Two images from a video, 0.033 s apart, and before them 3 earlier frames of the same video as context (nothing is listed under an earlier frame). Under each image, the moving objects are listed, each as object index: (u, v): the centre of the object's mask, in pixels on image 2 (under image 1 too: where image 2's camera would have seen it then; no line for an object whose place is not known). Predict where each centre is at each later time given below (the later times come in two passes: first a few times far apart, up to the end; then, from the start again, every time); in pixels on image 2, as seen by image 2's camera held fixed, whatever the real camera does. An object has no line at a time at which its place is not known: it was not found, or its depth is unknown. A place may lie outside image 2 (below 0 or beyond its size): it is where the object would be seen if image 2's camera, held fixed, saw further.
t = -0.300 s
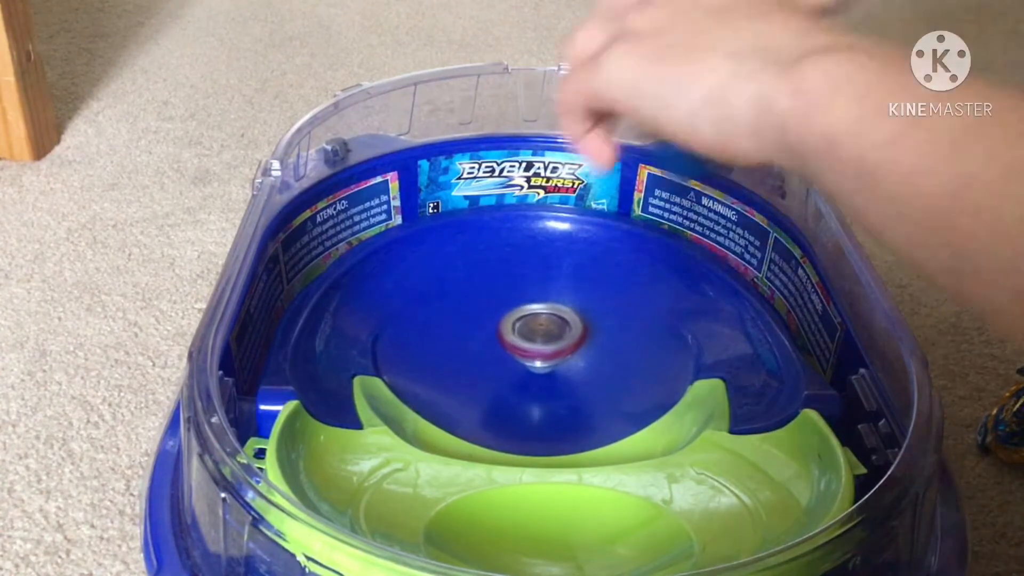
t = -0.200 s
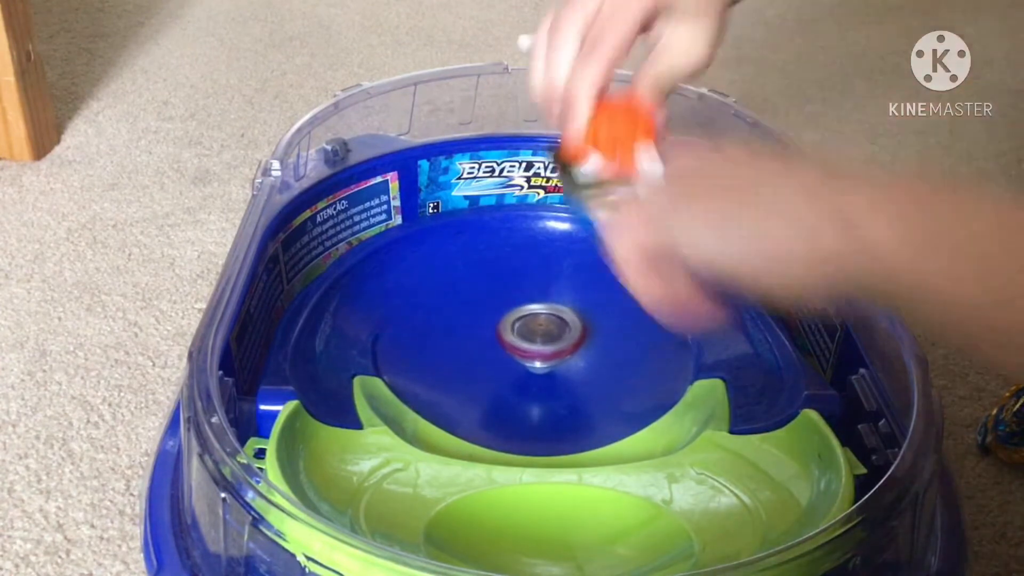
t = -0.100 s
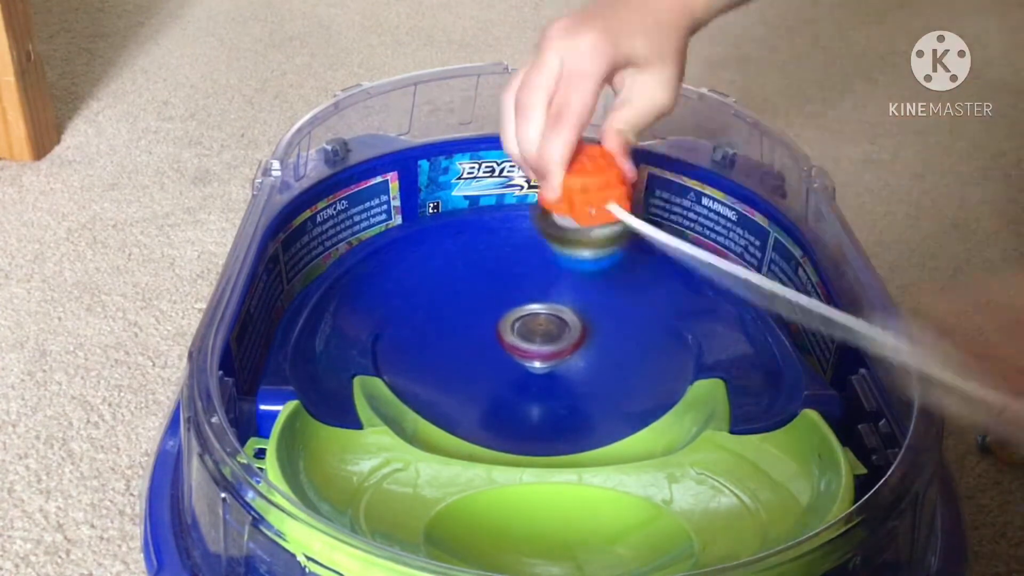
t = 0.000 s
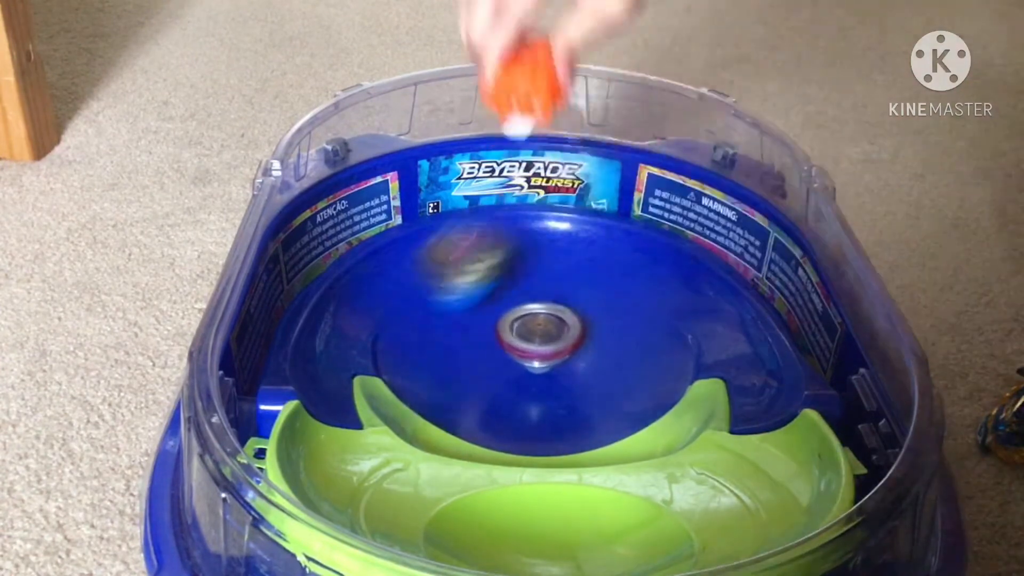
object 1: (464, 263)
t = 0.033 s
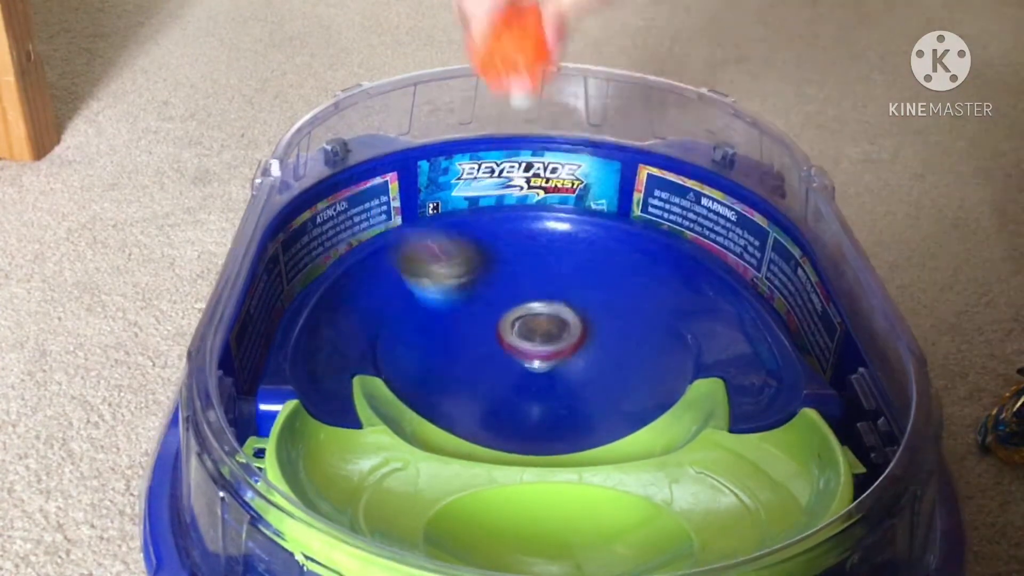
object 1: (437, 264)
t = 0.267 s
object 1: (462, 311)
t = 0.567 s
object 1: (507, 389)
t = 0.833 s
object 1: (471, 383)
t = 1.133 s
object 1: (499, 376)
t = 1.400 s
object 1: (467, 293)
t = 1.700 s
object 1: (457, 348)
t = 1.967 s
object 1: (664, 270)
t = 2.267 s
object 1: (394, 277)
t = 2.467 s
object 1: (531, 421)
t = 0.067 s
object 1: (420, 244)
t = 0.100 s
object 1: (416, 232)
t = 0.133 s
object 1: (426, 233)
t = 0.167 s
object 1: (438, 250)
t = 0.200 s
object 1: (449, 280)
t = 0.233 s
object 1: (460, 296)
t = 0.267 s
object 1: (462, 311)
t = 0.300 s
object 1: (449, 317)
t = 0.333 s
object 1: (437, 327)
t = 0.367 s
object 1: (429, 338)
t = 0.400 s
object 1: (428, 351)
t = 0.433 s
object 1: (437, 363)
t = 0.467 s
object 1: (459, 378)
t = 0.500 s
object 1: (484, 393)
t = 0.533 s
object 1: (493, 391)
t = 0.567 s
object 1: (507, 389)
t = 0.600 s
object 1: (524, 405)
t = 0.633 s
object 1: (530, 401)
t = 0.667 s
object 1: (523, 403)
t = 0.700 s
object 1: (506, 402)
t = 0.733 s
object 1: (492, 396)
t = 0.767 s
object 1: (483, 391)
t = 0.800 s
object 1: (476, 387)
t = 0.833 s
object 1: (471, 383)
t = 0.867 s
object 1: (469, 382)
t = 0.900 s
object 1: (470, 381)
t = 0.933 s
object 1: (472, 382)
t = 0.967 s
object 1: (476, 383)
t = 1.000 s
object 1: (481, 384)
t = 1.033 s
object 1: (486, 384)
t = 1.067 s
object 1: (491, 384)
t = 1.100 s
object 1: (495, 381)
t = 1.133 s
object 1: (499, 376)
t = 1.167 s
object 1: (503, 369)
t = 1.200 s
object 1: (504, 362)
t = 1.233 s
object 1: (504, 352)
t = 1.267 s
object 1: (500, 340)
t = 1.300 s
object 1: (495, 328)
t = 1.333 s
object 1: (489, 315)
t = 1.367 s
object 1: (479, 304)
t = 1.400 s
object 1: (467, 293)
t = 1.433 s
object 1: (453, 283)
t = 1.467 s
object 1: (438, 277)
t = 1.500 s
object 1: (423, 274)
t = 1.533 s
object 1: (411, 275)
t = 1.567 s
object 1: (403, 282)
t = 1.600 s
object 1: (402, 296)
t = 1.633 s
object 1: (413, 317)
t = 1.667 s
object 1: (430, 335)
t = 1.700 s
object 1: (457, 348)
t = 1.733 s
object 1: (488, 357)
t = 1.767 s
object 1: (527, 362)
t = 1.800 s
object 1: (559, 358)
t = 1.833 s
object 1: (594, 347)
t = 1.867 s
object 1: (621, 332)
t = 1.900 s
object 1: (645, 313)
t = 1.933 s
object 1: (658, 294)
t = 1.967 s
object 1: (664, 270)
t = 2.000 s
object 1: (661, 250)
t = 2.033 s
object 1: (647, 233)
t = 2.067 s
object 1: (619, 231)
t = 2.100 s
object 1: (585, 229)
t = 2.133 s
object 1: (547, 233)
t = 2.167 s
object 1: (503, 236)
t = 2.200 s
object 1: (462, 243)
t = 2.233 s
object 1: (424, 258)
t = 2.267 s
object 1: (394, 277)
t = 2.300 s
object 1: (379, 301)
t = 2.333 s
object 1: (379, 324)
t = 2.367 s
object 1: (395, 351)
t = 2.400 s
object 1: (426, 377)
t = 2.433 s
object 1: (474, 414)
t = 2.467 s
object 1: (531, 421)
